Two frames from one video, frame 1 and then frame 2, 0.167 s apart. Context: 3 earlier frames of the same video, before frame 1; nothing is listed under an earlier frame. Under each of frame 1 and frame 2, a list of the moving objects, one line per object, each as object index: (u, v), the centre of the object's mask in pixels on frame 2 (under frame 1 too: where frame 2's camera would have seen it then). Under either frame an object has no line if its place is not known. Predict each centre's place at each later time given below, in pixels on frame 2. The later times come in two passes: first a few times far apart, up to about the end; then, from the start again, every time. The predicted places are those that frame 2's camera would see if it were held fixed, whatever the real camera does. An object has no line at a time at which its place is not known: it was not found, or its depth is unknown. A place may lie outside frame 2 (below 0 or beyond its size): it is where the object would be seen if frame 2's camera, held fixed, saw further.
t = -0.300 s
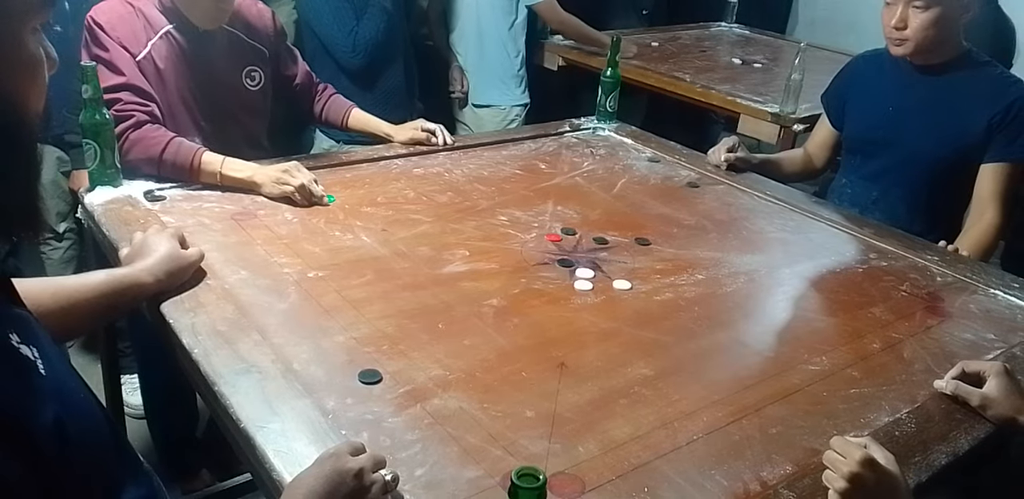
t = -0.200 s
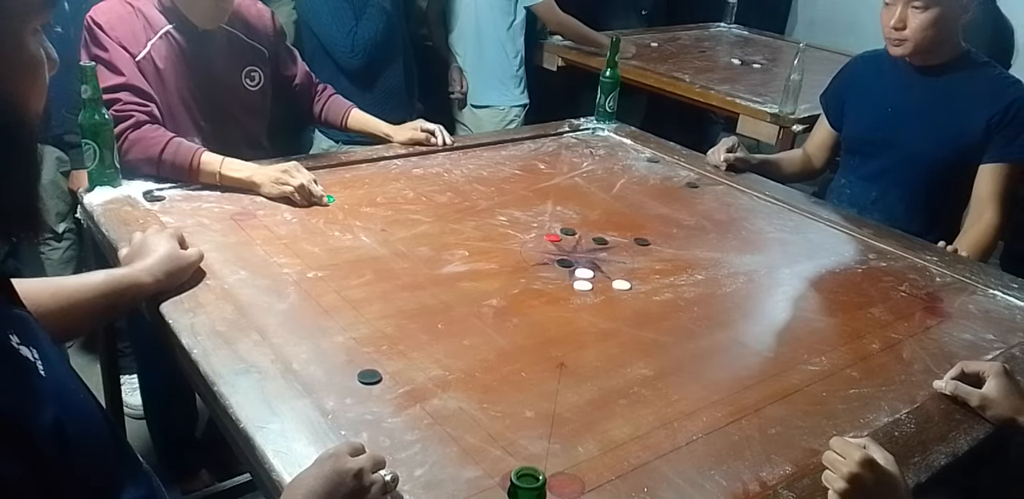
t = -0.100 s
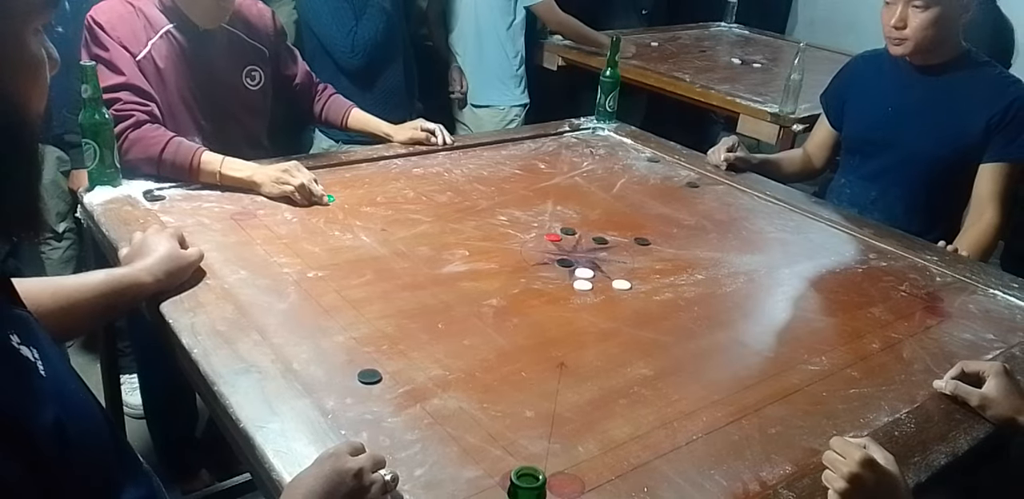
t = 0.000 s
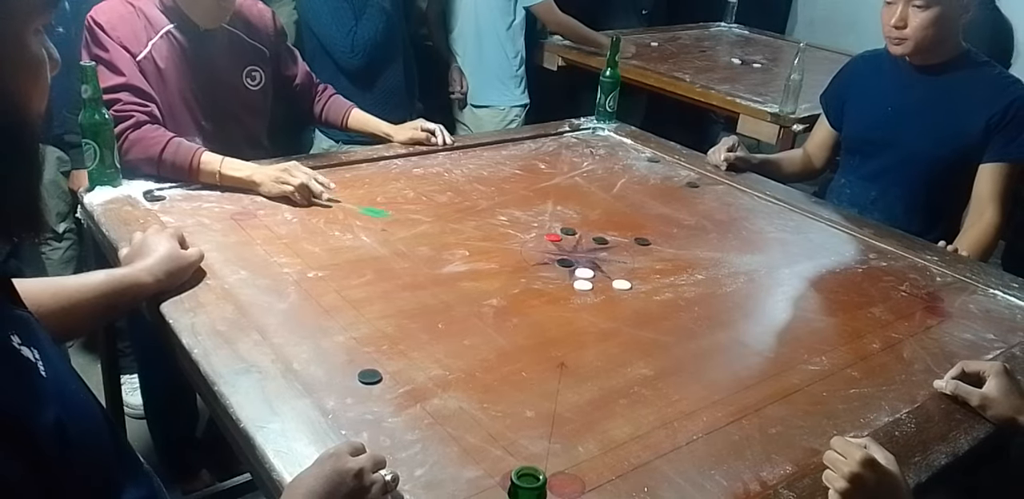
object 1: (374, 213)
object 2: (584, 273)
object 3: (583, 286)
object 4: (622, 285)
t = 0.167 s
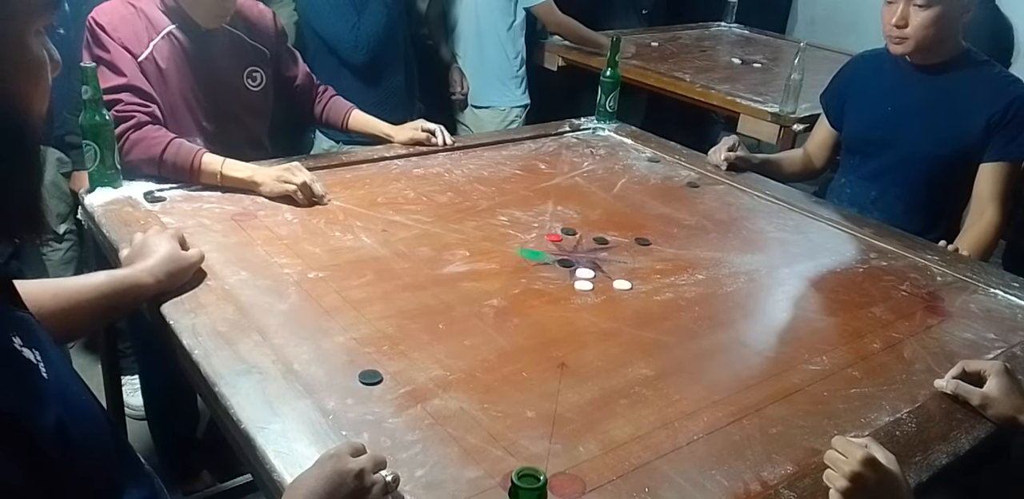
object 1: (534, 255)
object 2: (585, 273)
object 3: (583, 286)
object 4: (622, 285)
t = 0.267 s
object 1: (568, 265)
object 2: (608, 290)
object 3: (578, 291)
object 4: (633, 285)
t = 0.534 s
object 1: (597, 273)
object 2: (633, 323)
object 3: (568, 302)
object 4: (689, 289)
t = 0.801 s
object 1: (598, 273)
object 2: (636, 325)
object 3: (568, 302)
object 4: (693, 289)
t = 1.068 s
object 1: (598, 273)
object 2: (636, 325)
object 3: (568, 302)
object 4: (693, 289)
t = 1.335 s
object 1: (598, 273)
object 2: (636, 325)
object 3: (568, 302)
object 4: (693, 289)
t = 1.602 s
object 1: (598, 273)
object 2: (636, 325)
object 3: (569, 302)
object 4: (693, 289)
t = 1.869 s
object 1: (598, 273)
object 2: (636, 325)
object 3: (569, 302)
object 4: (693, 289)
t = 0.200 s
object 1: (551, 260)
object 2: (585, 274)
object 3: (583, 286)
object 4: (622, 285)
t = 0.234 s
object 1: (560, 262)
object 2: (601, 283)
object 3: (581, 288)
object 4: (623, 285)
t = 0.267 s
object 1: (568, 265)
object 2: (608, 290)
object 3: (578, 291)
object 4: (633, 285)
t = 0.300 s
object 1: (575, 267)
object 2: (613, 296)
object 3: (575, 294)
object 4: (643, 286)
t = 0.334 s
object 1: (580, 268)
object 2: (617, 301)
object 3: (573, 297)
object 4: (654, 286)
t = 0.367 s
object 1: (586, 270)
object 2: (621, 306)
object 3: (571, 299)
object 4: (662, 287)
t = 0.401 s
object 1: (590, 271)
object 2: (624, 311)
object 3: (570, 300)
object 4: (670, 288)
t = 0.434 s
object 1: (593, 272)
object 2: (627, 314)
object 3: (569, 301)
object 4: (676, 288)
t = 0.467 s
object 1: (596, 273)
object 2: (630, 318)
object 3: (568, 302)
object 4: (682, 289)
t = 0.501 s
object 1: (597, 273)
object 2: (632, 321)
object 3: (568, 302)
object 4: (686, 289)
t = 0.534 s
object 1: (597, 273)
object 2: (633, 323)
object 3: (568, 302)
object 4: (689, 289)
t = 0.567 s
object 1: (598, 273)
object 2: (635, 324)
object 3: (568, 302)
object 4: (692, 289)
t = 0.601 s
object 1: (598, 273)
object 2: (635, 325)
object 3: (568, 302)
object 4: (692, 289)
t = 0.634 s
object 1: (598, 273)
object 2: (636, 325)
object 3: (568, 302)
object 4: (693, 289)
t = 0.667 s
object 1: (598, 273)
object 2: (636, 325)
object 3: (568, 302)
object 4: (693, 289)
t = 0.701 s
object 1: (597, 273)
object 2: (636, 325)
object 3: (568, 302)
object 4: (693, 289)
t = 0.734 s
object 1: (598, 273)
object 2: (636, 325)
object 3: (568, 302)
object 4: (693, 289)
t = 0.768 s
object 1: (598, 273)
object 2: (636, 325)
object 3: (568, 302)
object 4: (693, 289)
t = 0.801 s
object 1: (598, 273)
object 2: (636, 325)
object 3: (568, 302)
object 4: (693, 289)
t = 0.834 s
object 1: (598, 273)
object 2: (636, 325)
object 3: (568, 303)
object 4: (693, 289)
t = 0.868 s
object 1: (598, 273)
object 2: (636, 325)
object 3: (568, 302)
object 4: (692, 289)
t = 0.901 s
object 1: (597, 273)
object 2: (636, 325)
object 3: (568, 303)
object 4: (692, 289)
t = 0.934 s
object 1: (598, 273)
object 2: (636, 325)
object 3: (568, 302)
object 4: (693, 289)
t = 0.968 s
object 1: (598, 273)
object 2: (636, 325)
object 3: (568, 302)
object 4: (693, 289)
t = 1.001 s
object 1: (598, 273)
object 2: (636, 325)
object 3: (568, 302)
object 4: (693, 289)
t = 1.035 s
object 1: (598, 273)
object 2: (636, 325)
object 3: (568, 302)
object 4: (693, 289)
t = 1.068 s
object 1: (598, 273)
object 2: (636, 325)
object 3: (568, 302)
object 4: (693, 289)
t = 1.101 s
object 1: (598, 273)
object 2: (636, 325)
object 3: (568, 303)
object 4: (692, 289)
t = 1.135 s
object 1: (598, 273)
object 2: (636, 325)
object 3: (568, 302)
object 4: (693, 289)
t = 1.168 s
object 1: (598, 273)
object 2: (636, 325)
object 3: (568, 302)
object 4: (693, 289)
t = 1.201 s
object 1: (598, 273)
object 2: (636, 325)
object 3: (568, 302)
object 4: (693, 289)
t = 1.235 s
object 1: (598, 274)
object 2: (636, 325)
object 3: (568, 302)
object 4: (693, 289)
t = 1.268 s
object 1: (598, 273)
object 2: (636, 325)
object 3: (568, 302)
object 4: (693, 289)
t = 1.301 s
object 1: (598, 273)
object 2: (636, 325)
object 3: (568, 302)
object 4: (693, 289)
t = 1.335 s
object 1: (598, 273)
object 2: (636, 325)
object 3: (568, 302)
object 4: (693, 289)
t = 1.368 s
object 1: (598, 273)
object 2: (636, 325)
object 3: (568, 302)
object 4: (693, 289)
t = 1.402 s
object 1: (598, 273)
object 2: (636, 325)
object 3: (568, 302)
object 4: (693, 289)
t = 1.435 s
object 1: (598, 273)
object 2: (636, 325)
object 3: (568, 302)
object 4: (693, 289)
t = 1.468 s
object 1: (598, 273)
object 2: (636, 325)
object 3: (568, 302)
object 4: (693, 289)
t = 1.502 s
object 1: (598, 274)
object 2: (636, 325)
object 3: (569, 302)
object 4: (693, 289)
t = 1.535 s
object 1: (598, 273)
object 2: (636, 325)
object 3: (569, 302)
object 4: (693, 289)
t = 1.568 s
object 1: (598, 273)
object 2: (636, 325)
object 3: (569, 302)
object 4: (693, 289)
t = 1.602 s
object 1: (598, 273)
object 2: (636, 325)
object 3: (569, 302)
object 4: (693, 289)
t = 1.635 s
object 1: (598, 273)
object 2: (636, 325)
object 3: (568, 302)
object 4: (693, 289)
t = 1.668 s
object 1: (598, 273)
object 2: (636, 325)
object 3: (568, 302)
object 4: (693, 289)
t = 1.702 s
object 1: (598, 273)
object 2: (636, 325)
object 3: (569, 302)
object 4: (693, 289)
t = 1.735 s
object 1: (598, 273)
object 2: (636, 325)
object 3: (569, 302)
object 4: (693, 289)
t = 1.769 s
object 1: (598, 273)
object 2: (636, 325)
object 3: (569, 302)
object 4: (693, 289)
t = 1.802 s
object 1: (598, 273)
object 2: (636, 325)
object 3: (569, 302)
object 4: (693, 289)
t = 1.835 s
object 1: (598, 273)
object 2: (636, 325)
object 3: (568, 302)
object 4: (693, 289)
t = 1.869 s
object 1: (598, 273)
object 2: (636, 325)
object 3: (569, 302)
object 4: (693, 289)
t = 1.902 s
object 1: (598, 273)
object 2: (636, 325)
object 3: (569, 302)
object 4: (693, 289)
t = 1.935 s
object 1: (598, 273)
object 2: (636, 325)
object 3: (569, 302)
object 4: (693, 289)
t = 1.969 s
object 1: (598, 273)
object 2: (636, 325)
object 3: (569, 302)
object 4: (693, 289)
